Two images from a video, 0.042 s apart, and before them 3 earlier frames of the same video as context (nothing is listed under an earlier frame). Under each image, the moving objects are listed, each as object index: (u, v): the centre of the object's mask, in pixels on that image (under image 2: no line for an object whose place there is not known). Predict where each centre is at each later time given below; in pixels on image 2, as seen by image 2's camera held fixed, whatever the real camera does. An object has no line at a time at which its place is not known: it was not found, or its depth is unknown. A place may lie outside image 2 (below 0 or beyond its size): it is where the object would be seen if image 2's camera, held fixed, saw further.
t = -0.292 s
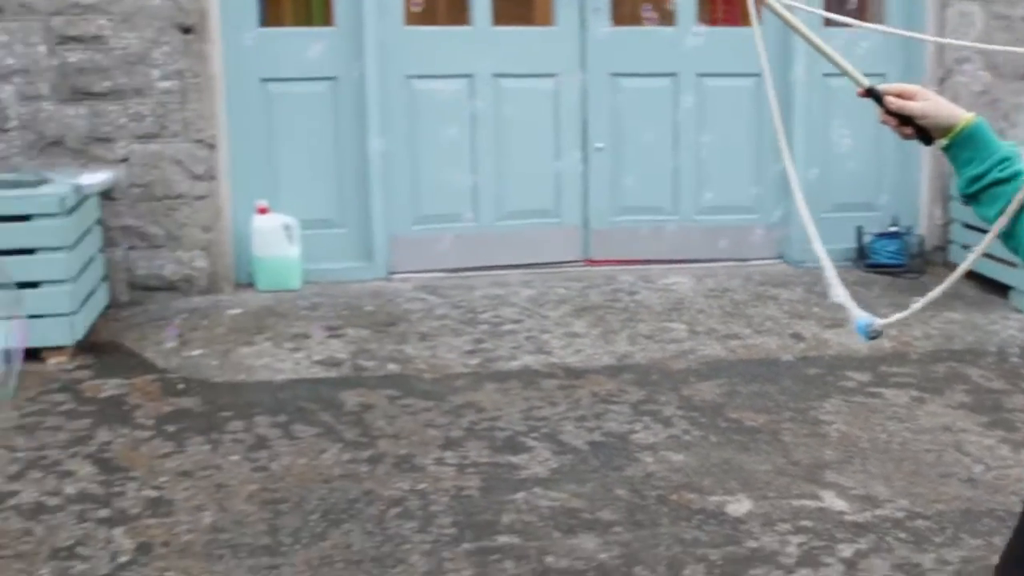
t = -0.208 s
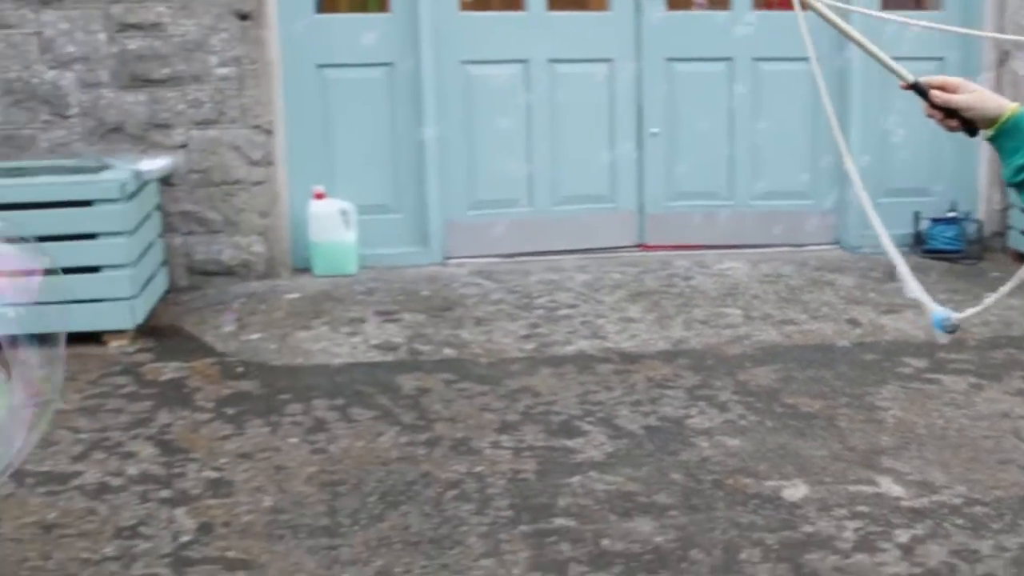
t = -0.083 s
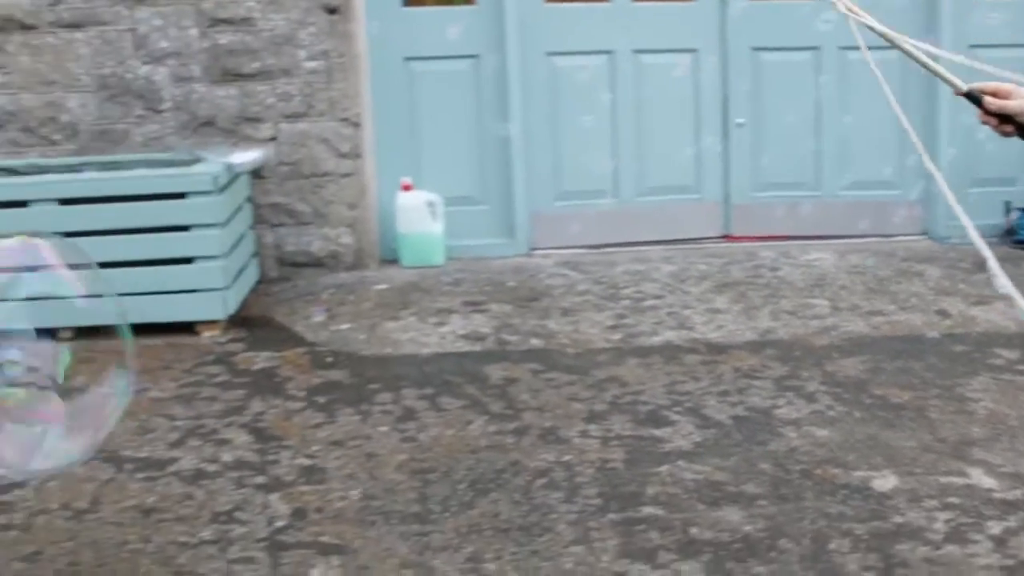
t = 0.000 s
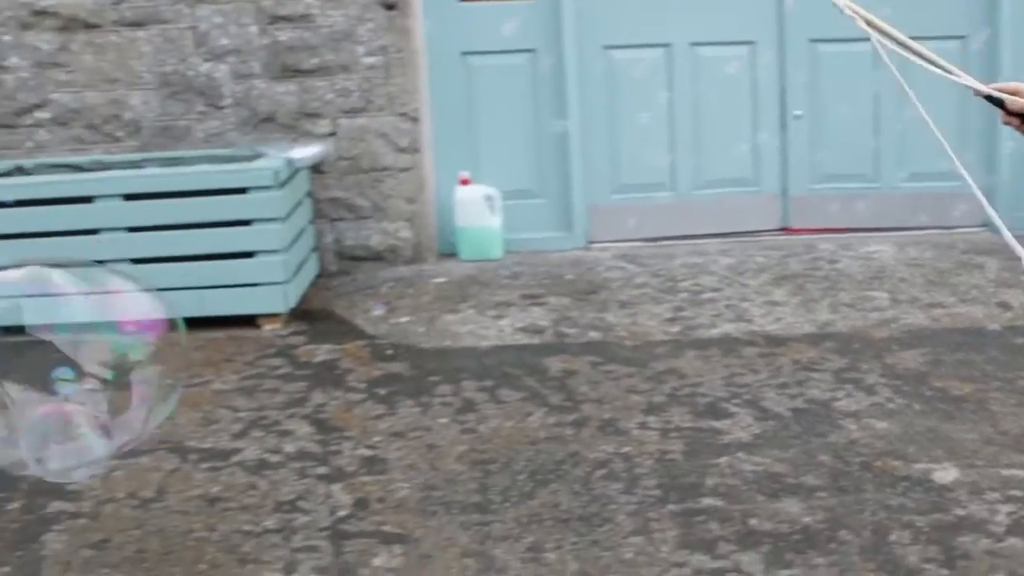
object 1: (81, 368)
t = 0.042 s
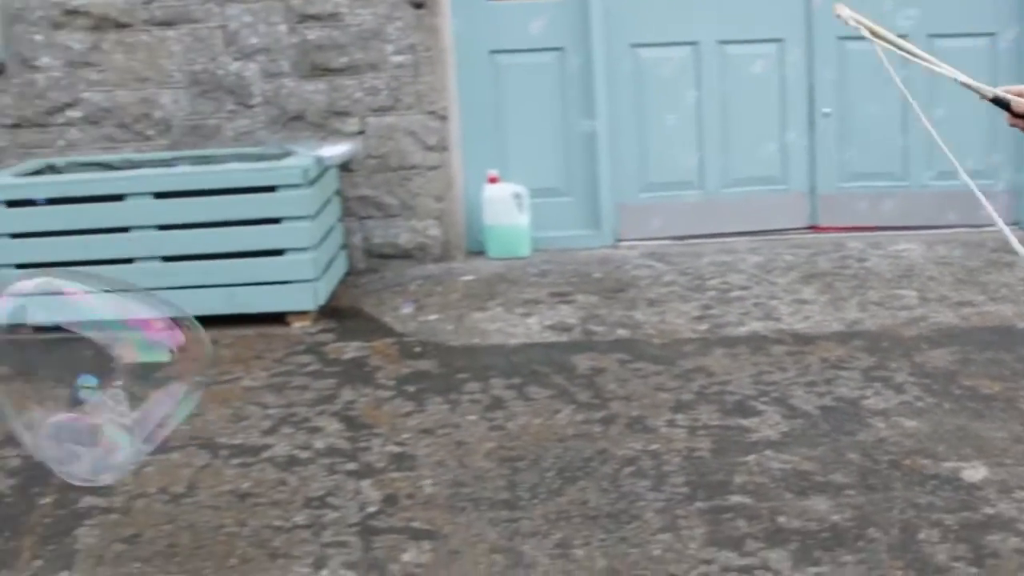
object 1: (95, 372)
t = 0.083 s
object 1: (78, 378)
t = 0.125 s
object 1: (67, 384)
